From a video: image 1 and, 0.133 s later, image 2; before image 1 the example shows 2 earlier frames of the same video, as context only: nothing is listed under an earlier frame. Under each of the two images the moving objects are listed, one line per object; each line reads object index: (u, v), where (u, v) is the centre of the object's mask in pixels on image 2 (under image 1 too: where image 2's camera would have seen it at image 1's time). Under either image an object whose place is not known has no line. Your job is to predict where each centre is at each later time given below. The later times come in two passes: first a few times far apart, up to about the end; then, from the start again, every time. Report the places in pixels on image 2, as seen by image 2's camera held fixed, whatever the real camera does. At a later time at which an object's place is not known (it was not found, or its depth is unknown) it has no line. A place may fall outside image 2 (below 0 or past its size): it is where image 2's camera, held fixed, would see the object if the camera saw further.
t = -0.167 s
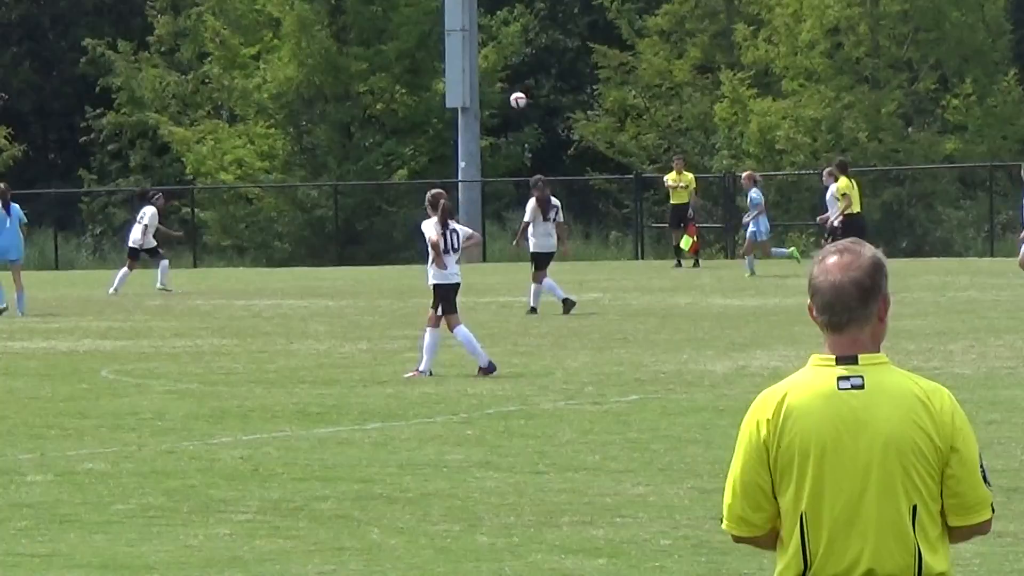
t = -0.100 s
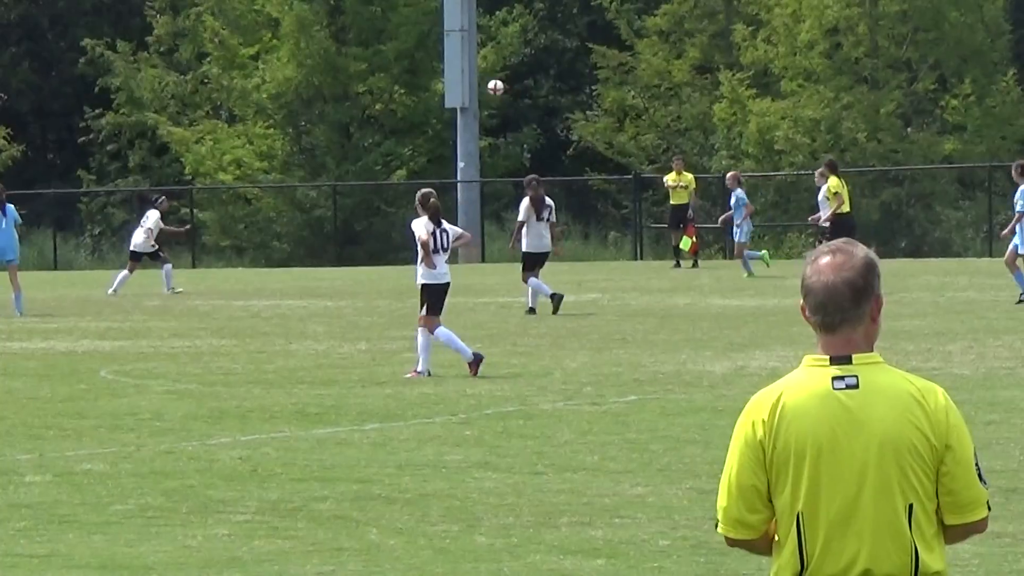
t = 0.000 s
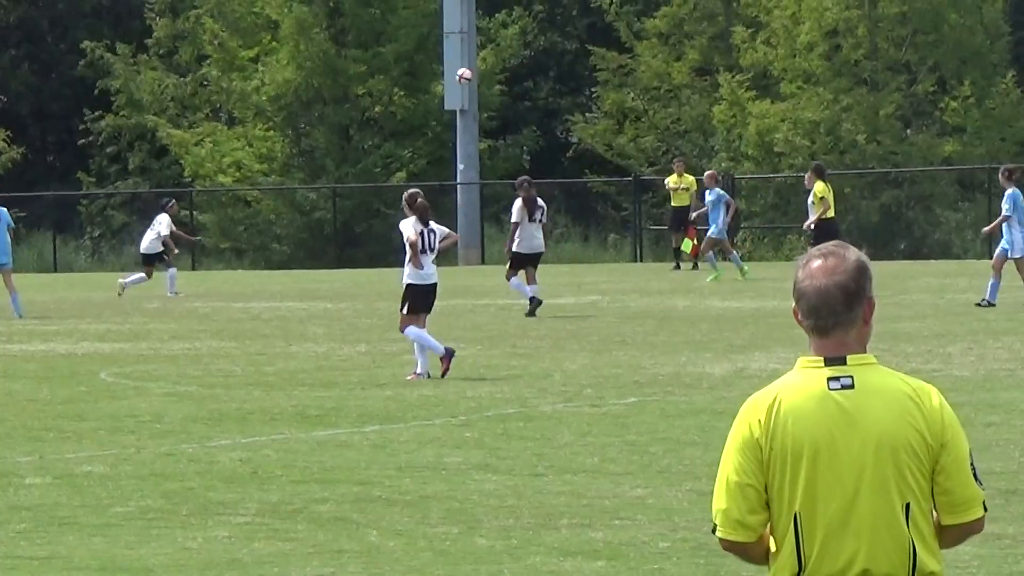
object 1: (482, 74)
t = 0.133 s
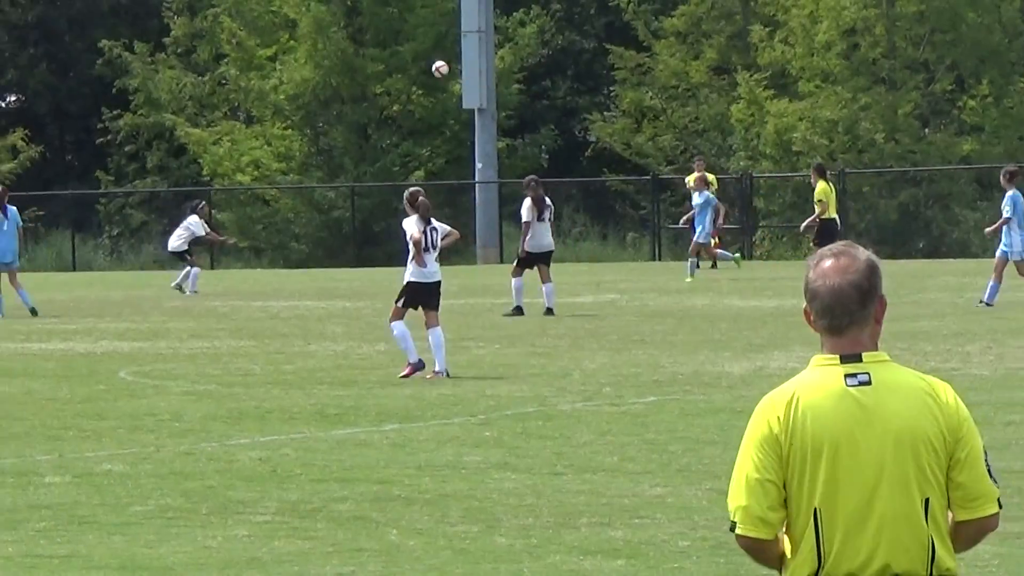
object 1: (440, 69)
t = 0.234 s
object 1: (409, 73)
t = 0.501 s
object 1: (329, 118)
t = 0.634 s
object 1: (290, 159)
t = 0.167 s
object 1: (429, 70)
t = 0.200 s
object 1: (419, 71)
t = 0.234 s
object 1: (409, 73)
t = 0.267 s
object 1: (399, 76)
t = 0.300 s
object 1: (389, 79)
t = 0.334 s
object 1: (379, 84)
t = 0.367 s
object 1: (369, 89)
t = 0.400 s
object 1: (359, 95)
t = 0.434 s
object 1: (349, 102)
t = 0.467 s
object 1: (339, 109)
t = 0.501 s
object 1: (329, 118)
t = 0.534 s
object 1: (319, 127)
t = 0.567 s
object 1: (310, 137)
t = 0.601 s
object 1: (300, 147)
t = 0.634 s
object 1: (290, 159)
